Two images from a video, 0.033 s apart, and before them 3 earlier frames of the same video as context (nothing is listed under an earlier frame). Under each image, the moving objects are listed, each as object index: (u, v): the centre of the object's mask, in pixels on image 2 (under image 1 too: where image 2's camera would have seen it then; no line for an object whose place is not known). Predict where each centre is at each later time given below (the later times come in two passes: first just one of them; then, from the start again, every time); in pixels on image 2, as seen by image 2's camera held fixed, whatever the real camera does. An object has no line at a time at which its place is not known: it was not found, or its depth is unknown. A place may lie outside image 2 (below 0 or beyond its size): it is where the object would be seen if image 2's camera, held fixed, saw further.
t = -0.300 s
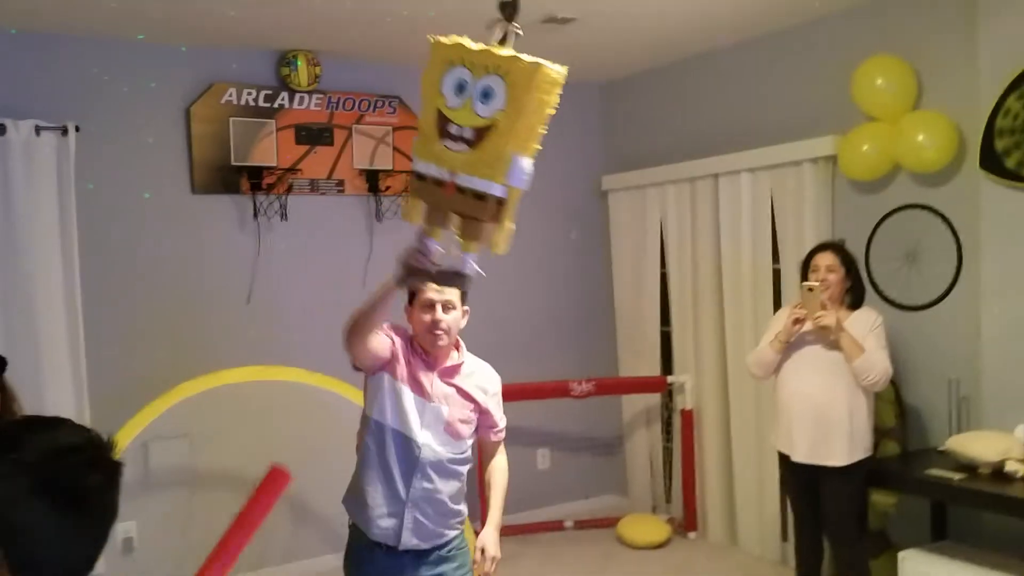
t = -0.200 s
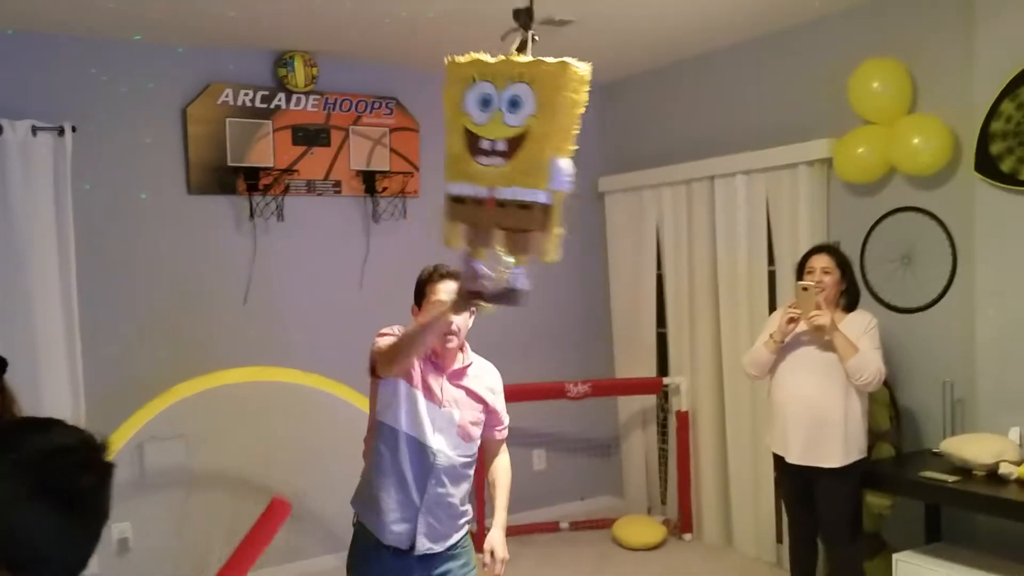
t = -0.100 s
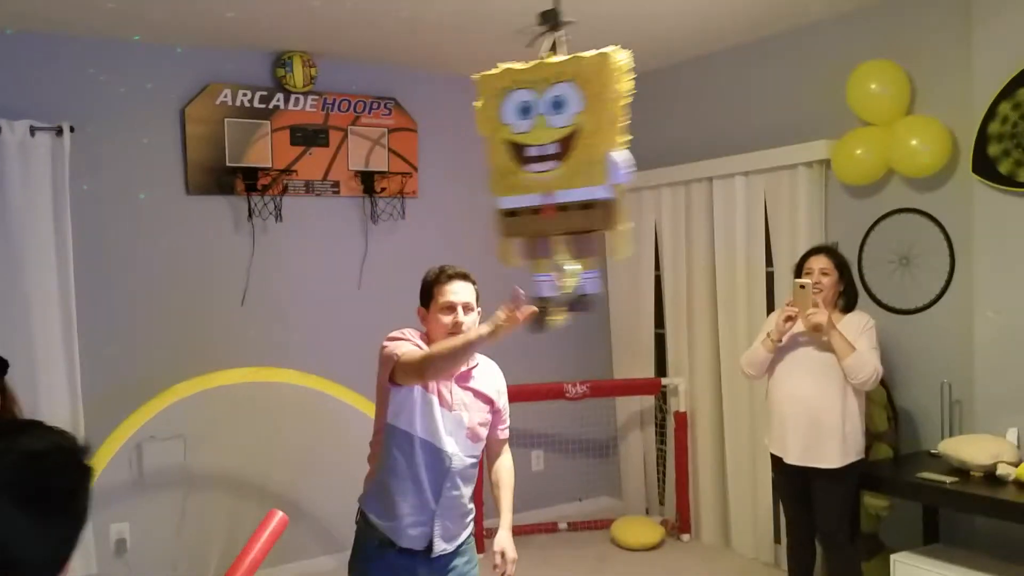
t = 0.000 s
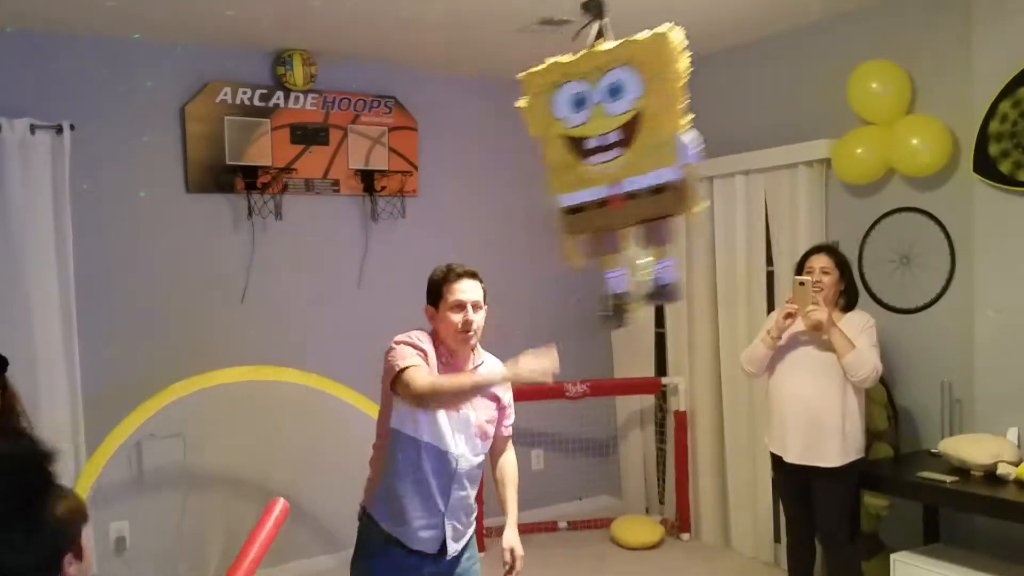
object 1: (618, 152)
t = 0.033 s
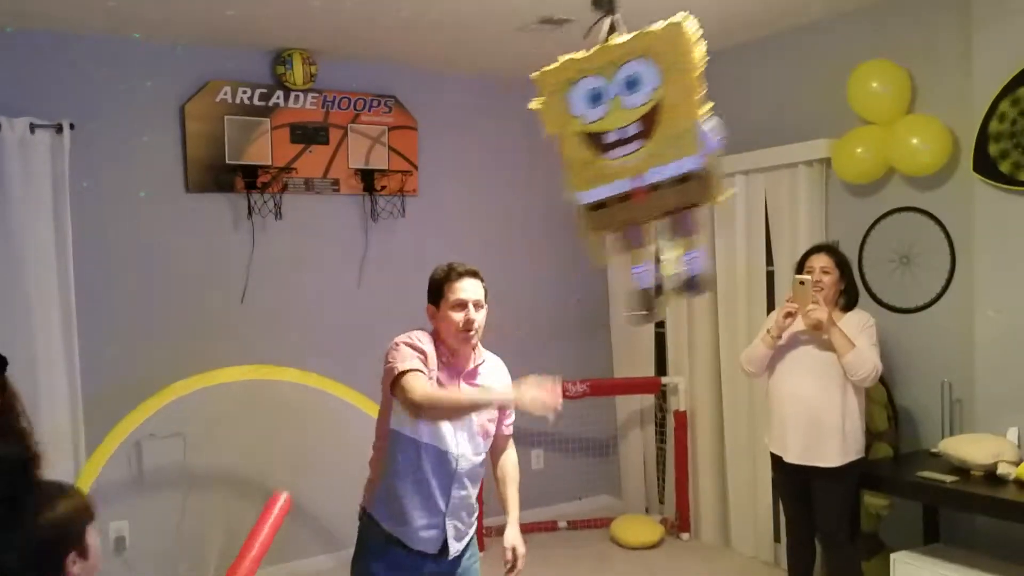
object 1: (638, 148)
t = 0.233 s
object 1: (742, 121)
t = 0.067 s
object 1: (660, 142)
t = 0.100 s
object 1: (678, 137)
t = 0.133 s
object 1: (695, 131)
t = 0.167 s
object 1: (712, 127)
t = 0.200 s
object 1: (728, 122)
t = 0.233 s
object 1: (742, 121)
